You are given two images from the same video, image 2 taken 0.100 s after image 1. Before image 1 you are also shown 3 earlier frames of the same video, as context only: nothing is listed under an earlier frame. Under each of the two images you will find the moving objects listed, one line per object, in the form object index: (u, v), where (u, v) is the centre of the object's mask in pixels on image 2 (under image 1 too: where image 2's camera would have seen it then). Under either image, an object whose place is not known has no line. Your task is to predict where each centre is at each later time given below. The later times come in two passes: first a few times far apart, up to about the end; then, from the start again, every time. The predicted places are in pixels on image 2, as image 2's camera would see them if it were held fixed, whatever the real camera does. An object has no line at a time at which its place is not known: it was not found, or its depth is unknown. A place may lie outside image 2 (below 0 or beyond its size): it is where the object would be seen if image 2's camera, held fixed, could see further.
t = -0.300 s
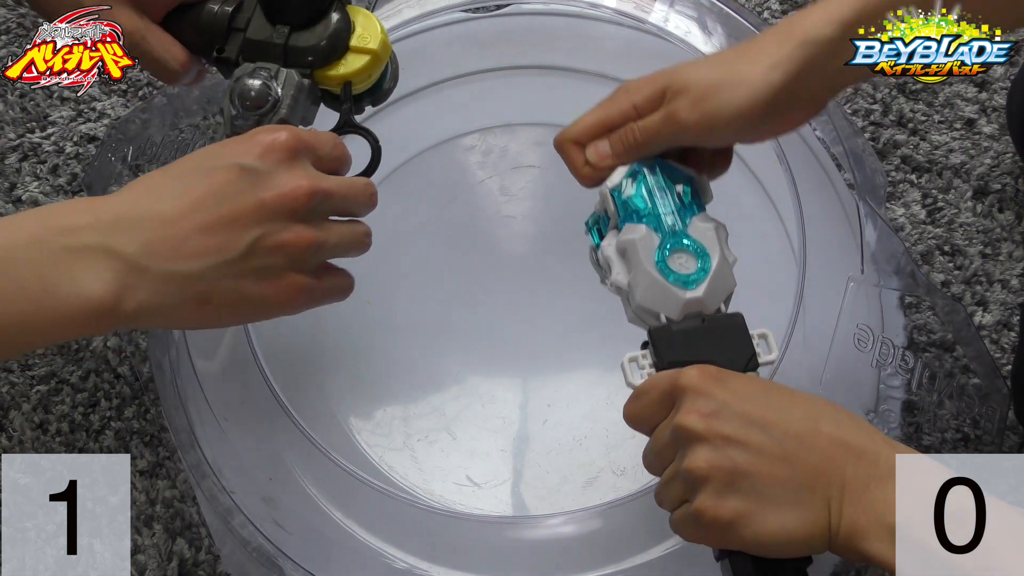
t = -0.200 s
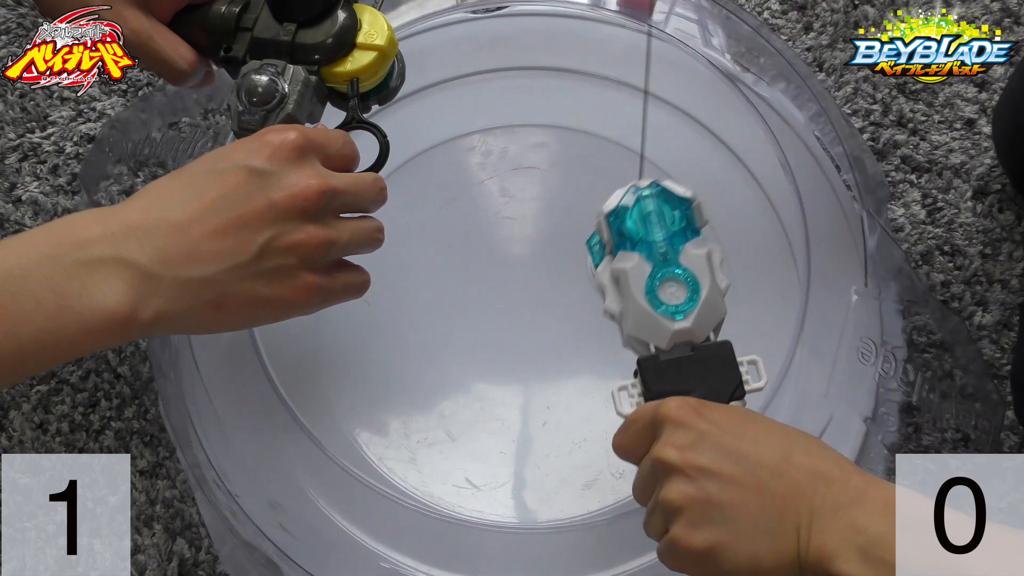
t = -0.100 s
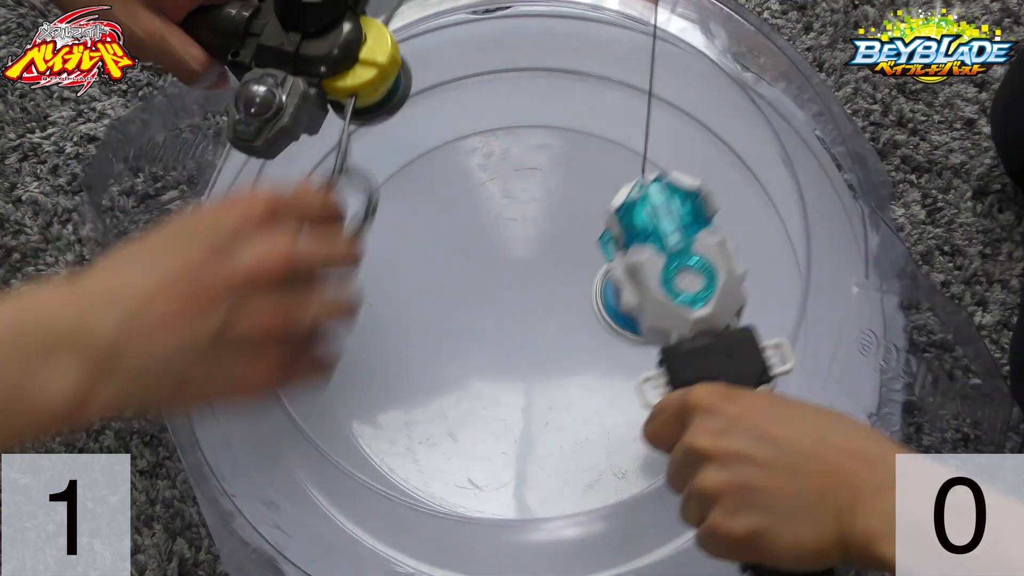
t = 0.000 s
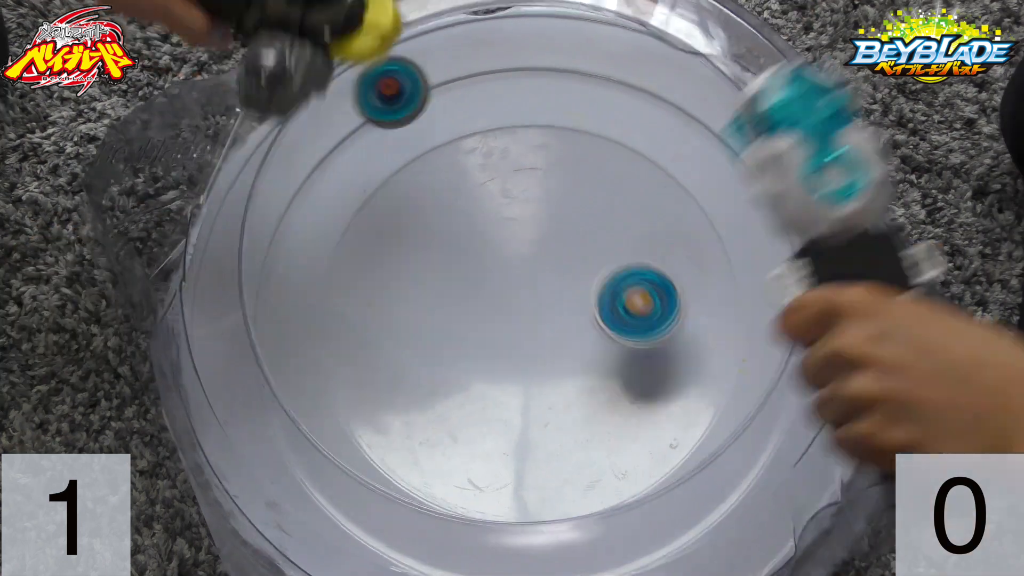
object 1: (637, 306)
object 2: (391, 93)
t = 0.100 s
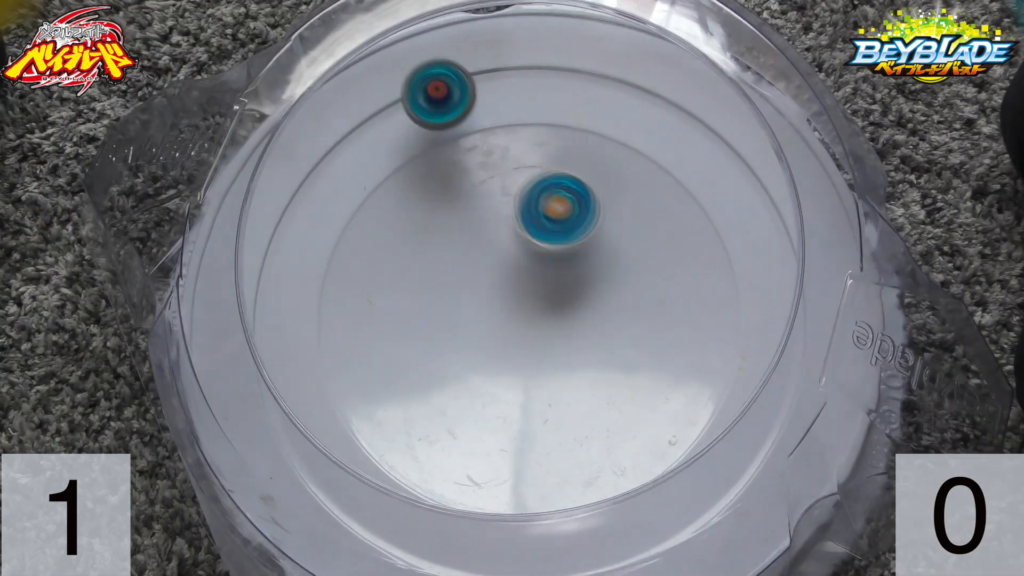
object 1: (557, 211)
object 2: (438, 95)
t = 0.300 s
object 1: (316, 373)
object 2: (436, 95)
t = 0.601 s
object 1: (535, 524)
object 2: (400, 117)
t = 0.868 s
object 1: (634, 155)
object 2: (393, 299)
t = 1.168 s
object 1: (228, 193)
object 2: (760, 277)
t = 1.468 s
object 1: (312, 315)
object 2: (686, 83)
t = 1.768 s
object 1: (690, 261)
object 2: (469, 196)
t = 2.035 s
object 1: (432, 61)
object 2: (595, 493)
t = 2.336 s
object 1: (406, 146)
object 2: (770, 232)
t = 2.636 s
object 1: (630, 393)
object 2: (535, 178)
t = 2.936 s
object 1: (648, 95)
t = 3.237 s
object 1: (536, 163)
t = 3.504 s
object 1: (585, 432)
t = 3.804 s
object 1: (785, 271)
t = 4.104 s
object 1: (730, 271)
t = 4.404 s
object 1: (429, 314)
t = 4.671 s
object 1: (606, 530)
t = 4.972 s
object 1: (654, 500)
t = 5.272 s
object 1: (657, 358)
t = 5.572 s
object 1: (362, 295)
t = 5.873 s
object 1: (508, 475)
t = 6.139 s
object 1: (574, 204)
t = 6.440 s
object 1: (303, 226)
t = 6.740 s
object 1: (320, 240)
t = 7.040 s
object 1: (555, 388)
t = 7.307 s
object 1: (598, 135)
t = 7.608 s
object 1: (421, 324)
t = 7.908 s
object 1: (721, 301)
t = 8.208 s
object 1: (533, 180)
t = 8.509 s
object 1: (546, 455)
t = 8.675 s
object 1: (688, 406)
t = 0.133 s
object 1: (504, 186)
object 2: (454, 111)
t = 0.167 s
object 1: (460, 195)
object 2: (451, 95)
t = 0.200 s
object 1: (406, 218)
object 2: (446, 75)
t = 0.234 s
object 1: (358, 259)
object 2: (442, 83)
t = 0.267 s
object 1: (327, 312)
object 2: (439, 92)
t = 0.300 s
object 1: (316, 373)
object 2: (436, 95)
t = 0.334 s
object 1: (312, 429)
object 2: (434, 93)
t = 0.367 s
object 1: (314, 466)
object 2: (431, 92)
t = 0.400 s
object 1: (329, 496)
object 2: (426, 90)
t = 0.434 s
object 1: (370, 521)
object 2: (425, 86)
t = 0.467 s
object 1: (424, 539)
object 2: (419, 88)
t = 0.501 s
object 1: (465, 545)
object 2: (408, 98)
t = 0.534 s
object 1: (495, 544)
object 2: (403, 107)
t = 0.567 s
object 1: (516, 537)
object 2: (400, 113)
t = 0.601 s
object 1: (535, 524)
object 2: (400, 117)
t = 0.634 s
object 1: (555, 503)
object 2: (405, 123)
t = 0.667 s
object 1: (582, 476)
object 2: (409, 132)
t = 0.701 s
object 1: (620, 447)
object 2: (411, 140)
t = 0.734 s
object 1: (658, 398)
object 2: (412, 152)
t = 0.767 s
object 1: (683, 339)
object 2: (409, 175)
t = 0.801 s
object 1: (689, 273)
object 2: (401, 206)
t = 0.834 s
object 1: (671, 210)
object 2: (393, 249)
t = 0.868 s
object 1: (634, 155)
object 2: (393, 299)
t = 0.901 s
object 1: (580, 115)
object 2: (410, 350)
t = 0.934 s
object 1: (514, 95)
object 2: (443, 394)
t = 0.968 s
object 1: (463, 80)
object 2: (493, 426)
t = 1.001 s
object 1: (421, 73)
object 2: (550, 438)
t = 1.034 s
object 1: (373, 97)
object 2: (609, 432)
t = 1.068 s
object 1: (326, 128)
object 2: (663, 410)
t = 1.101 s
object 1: (281, 156)
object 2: (708, 373)
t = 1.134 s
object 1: (252, 175)
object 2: (739, 327)
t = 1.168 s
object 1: (228, 193)
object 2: (760, 277)
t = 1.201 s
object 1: (209, 212)
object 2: (783, 236)
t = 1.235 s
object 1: (196, 240)
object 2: (774, 194)
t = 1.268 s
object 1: (196, 274)
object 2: (759, 159)
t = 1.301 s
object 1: (216, 285)
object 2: (749, 131)
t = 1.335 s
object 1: (232, 292)
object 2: (746, 105)
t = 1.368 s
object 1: (249, 297)
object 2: (744, 86)
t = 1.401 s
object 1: (270, 305)
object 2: (725, 83)
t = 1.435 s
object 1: (291, 310)
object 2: (699, 86)
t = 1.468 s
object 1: (312, 315)
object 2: (686, 83)
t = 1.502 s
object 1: (338, 329)
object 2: (674, 83)
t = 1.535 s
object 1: (368, 353)
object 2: (659, 89)
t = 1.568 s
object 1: (411, 384)
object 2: (638, 97)
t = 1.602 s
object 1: (465, 409)
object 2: (617, 106)
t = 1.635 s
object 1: (524, 416)
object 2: (598, 119)
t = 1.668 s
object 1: (583, 401)
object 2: (579, 134)
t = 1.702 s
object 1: (634, 367)
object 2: (548, 151)
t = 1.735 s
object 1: (672, 317)
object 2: (510, 168)
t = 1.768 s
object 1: (690, 261)
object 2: (469, 196)
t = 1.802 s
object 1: (692, 203)
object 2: (435, 234)
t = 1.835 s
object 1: (674, 148)
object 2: (411, 283)
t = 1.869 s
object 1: (656, 102)
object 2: (403, 339)
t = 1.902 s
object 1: (630, 70)
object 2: (415, 394)
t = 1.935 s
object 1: (580, 61)
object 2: (446, 441)
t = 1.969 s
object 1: (529, 60)
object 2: (489, 474)
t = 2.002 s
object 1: (477, 57)
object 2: (540, 486)
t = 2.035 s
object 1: (432, 61)
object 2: (595, 493)
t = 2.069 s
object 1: (398, 68)
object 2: (653, 492)
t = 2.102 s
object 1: (380, 74)
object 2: (704, 495)
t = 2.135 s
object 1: (373, 79)
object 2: (739, 479)
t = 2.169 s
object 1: (373, 85)
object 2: (764, 444)
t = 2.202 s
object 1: (376, 93)
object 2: (787, 406)
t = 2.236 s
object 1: (378, 109)
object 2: (788, 352)
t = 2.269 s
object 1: (384, 123)
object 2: (792, 310)
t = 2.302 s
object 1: (395, 134)
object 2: (791, 271)
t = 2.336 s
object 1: (406, 146)
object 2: (770, 232)
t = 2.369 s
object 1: (413, 166)
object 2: (758, 199)
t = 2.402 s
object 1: (413, 195)
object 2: (743, 174)
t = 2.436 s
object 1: (409, 236)
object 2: (725, 159)
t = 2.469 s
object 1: (411, 285)
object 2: (704, 152)
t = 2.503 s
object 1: (432, 338)
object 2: (681, 152)
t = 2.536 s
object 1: (473, 382)
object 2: (654, 158)
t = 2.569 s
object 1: (526, 407)
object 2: (623, 164)
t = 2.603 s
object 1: (580, 409)
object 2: (583, 168)
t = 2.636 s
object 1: (630, 393)
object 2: (535, 178)
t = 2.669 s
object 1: (679, 362)
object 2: (489, 195)
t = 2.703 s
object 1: (714, 320)
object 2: (447, 225)
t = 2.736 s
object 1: (734, 272)
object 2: (415, 265)
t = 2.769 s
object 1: (742, 225)
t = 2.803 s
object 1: (752, 191)
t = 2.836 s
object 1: (753, 160)
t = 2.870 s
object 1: (726, 136)
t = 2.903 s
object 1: (691, 113)
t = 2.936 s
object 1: (648, 95)
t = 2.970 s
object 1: (616, 83)
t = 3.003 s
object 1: (595, 76)
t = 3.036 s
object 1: (583, 77)
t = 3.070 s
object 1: (578, 84)
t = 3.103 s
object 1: (578, 95)
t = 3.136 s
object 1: (578, 108)
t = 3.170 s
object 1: (576, 126)
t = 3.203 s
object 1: (562, 144)
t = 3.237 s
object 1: (536, 163)
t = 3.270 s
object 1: (503, 188)
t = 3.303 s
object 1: (471, 225)
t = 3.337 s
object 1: (449, 272)
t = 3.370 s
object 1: (446, 322)
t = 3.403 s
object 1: (460, 365)
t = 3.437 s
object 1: (494, 402)
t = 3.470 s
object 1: (539, 426)
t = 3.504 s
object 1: (585, 432)
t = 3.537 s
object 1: (636, 425)
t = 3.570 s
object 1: (681, 407)
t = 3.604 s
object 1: (718, 379)
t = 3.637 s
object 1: (740, 345)
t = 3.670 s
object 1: (756, 320)
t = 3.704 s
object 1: (781, 309)
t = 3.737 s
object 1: (793, 303)
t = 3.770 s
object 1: (798, 289)
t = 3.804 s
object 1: (785, 271)
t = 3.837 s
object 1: (778, 261)
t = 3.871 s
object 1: (767, 258)
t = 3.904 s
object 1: (765, 258)
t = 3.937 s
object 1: (763, 260)
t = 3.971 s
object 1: (761, 262)
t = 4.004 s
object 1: (756, 264)
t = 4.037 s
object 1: (750, 267)
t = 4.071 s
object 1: (741, 270)
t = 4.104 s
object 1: (730, 271)
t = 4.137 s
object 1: (713, 266)
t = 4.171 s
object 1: (691, 252)
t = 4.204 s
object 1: (664, 233)
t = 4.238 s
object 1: (627, 219)
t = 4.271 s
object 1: (584, 212)
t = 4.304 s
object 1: (540, 217)
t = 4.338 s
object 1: (496, 236)
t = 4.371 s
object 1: (455, 269)
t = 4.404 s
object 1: (429, 314)
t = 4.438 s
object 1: (420, 362)
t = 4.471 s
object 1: (428, 410)
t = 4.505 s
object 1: (448, 452)
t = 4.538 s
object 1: (477, 477)
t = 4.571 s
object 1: (513, 502)
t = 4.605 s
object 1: (555, 511)
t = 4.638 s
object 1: (586, 521)
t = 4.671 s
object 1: (606, 530)
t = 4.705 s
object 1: (615, 538)
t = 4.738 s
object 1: (619, 544)
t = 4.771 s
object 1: (630, 542)
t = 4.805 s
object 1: (649, 532)
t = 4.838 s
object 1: (662, 520)
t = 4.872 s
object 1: (668, 512)
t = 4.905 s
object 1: (667, 507)
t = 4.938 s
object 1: (661, 503)
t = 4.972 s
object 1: (654, 500)
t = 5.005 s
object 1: (646, 497)
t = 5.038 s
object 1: (638, 494)
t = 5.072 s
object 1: (629, 490)
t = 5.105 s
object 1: (622, 483)
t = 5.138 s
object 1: (621, 471)
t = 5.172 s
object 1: (627, 452)
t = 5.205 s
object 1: (640, 428)
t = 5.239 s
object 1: (652, 395)
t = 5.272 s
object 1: (657, 358)
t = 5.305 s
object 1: (650, 320)
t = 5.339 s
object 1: (629, 284)
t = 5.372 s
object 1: (597, 254)
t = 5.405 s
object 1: (556, 235)
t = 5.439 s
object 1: (507, 227)
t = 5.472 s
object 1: (462, 231)
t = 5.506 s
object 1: (422, 243)
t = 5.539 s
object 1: (388, 267)
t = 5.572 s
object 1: (362, 295)
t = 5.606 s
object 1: (343, 327)
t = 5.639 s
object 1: (334, 361)
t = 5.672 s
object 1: (339, 394)
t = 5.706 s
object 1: (357, 425)
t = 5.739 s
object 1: (376, 449)
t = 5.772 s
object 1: (396, 464)
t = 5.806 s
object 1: (426, 475)
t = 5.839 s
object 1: (467, 481)
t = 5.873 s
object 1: (508, 475)
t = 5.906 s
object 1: (548, 460)
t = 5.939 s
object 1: (584, 435)
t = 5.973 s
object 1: (611, 401)
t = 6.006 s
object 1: (629, 361)
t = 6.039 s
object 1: (634, 317)
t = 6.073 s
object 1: (625, 273)
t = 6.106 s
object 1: (604, 235)
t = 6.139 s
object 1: (574, 204)
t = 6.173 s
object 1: (538, 179)
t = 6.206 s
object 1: (498, 165)
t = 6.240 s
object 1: (456, 159)
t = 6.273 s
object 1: (416, 162)
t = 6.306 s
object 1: (380, 174)
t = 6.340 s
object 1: (350, 195)
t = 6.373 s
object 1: (327, 212)
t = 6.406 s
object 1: (311, 221)
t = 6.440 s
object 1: (303, 226)
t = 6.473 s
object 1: (300, 228)
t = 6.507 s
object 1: (299, 229)
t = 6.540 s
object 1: (299, 230)
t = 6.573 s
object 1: (301, 230)
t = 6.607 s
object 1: (303, 230)
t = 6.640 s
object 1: (306, 232)
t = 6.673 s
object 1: (310, 234)
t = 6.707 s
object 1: (315, 237)
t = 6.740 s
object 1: (320, 240)
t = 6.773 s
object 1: (327, 247)
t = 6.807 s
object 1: (336, 264)
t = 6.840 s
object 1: (346, 291)
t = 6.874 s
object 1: (362, 323)
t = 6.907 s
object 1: (387, 353)
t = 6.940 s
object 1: (422, 378)
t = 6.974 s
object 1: (464, 394)
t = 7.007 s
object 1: (510, 398)
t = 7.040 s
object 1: (555, 388)
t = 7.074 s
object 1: (595, 364)
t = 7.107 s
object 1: (625, 332)
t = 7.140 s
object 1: (644, 295)
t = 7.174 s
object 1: (650, 258)
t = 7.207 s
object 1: (650, 220)
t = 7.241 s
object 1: (639, 188)
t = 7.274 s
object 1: (622, 158)
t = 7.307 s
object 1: (598, 135)
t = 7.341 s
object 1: (567, 121)
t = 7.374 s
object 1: (527, 121)
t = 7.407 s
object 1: (487, 128)
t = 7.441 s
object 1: (455, 145)
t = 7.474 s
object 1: (431, 171)
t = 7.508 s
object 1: (412, 203)
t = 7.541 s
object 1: (404, 243)
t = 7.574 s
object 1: (406, 283)
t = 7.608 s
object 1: (421, 324)
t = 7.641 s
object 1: (447, 360)
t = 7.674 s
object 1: (483, 390)
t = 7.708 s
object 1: (525, 405)
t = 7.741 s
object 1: (570, 406)
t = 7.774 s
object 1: (611, 396)
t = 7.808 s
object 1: (648, 379)
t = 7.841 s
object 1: (679, 356)
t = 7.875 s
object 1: (704, 330)
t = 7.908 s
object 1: (721, 301)
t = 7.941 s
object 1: (727, 269)
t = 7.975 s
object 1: (721, 235)
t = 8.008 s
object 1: (711, 210)
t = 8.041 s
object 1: (696, 192)
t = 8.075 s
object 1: (673, 177)
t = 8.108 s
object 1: (642, 165)
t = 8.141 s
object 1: (606, 160)
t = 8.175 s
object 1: (570, 165)
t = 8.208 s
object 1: (533, 180)
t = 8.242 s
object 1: (500, 203)
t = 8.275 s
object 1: (471, 233)
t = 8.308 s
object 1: (450, 270)
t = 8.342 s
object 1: (441, 311)
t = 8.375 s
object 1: (443, 352)
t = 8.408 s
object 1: (458, 386)
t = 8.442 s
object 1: (483, 419)
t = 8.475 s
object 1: (513, 441)
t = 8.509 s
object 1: (546, 455)
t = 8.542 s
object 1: (581, 460)
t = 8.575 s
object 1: (614, 455)
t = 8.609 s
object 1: (644, 444)
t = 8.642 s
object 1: (669, 427)
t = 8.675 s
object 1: (688, 406)
